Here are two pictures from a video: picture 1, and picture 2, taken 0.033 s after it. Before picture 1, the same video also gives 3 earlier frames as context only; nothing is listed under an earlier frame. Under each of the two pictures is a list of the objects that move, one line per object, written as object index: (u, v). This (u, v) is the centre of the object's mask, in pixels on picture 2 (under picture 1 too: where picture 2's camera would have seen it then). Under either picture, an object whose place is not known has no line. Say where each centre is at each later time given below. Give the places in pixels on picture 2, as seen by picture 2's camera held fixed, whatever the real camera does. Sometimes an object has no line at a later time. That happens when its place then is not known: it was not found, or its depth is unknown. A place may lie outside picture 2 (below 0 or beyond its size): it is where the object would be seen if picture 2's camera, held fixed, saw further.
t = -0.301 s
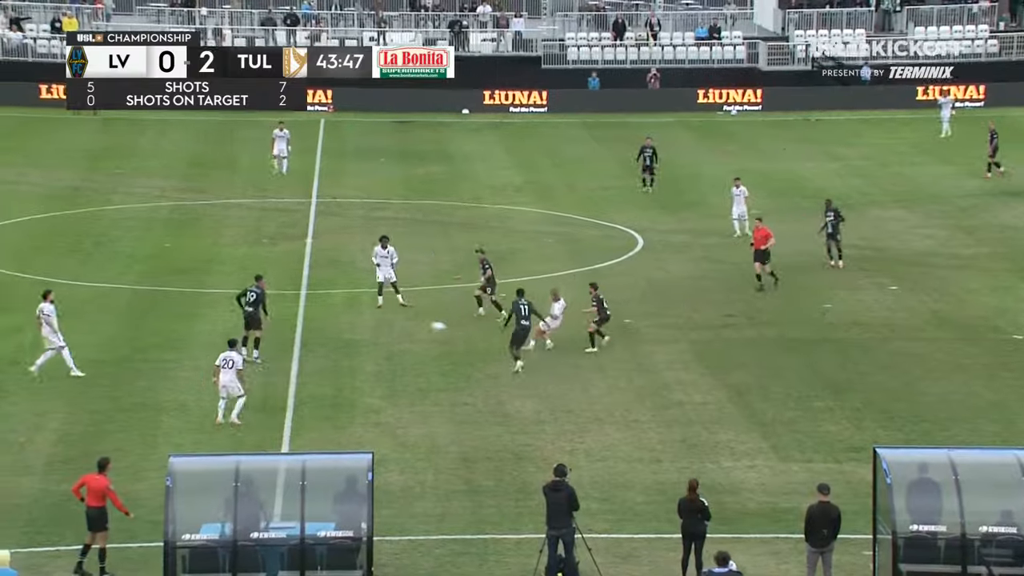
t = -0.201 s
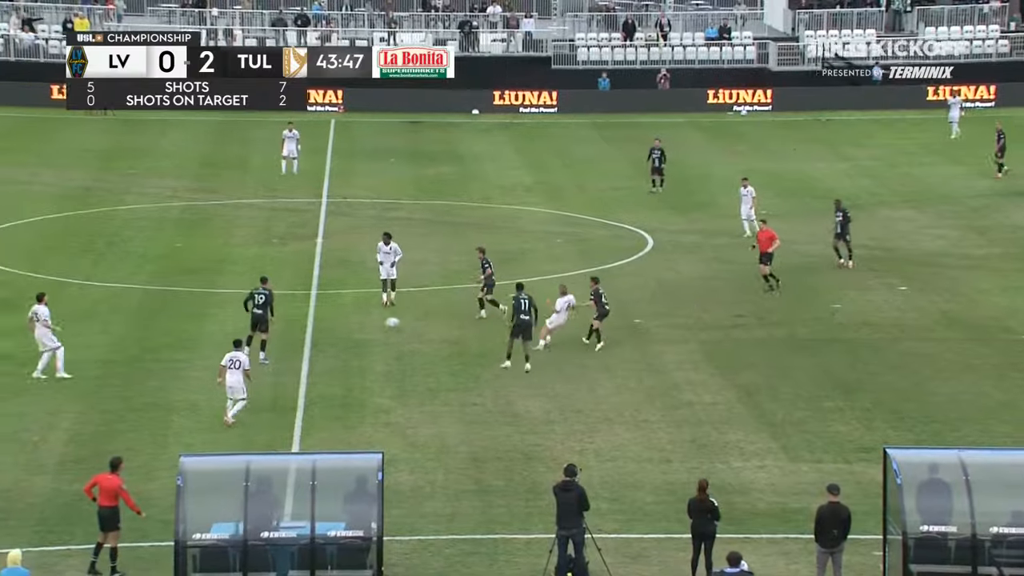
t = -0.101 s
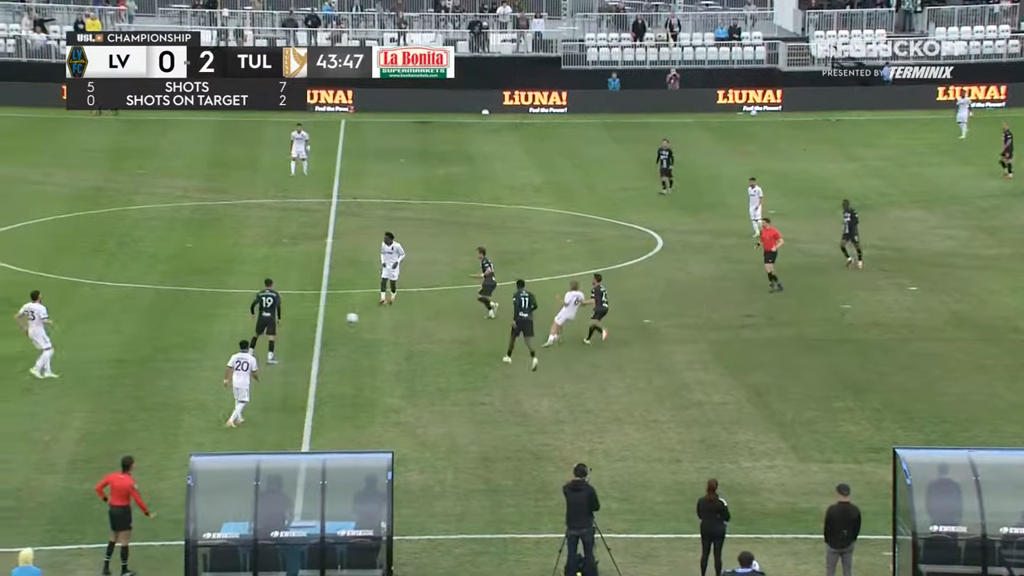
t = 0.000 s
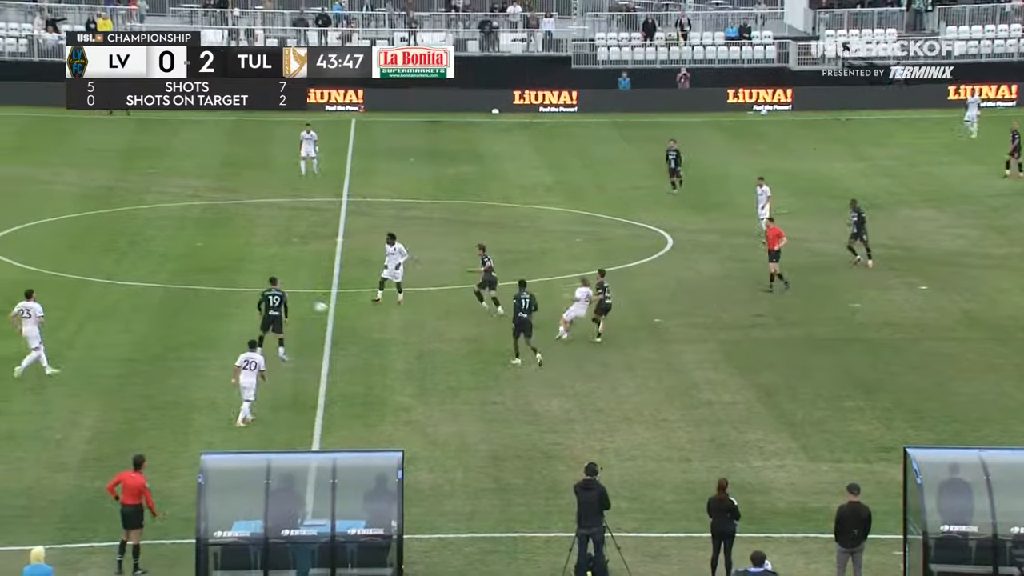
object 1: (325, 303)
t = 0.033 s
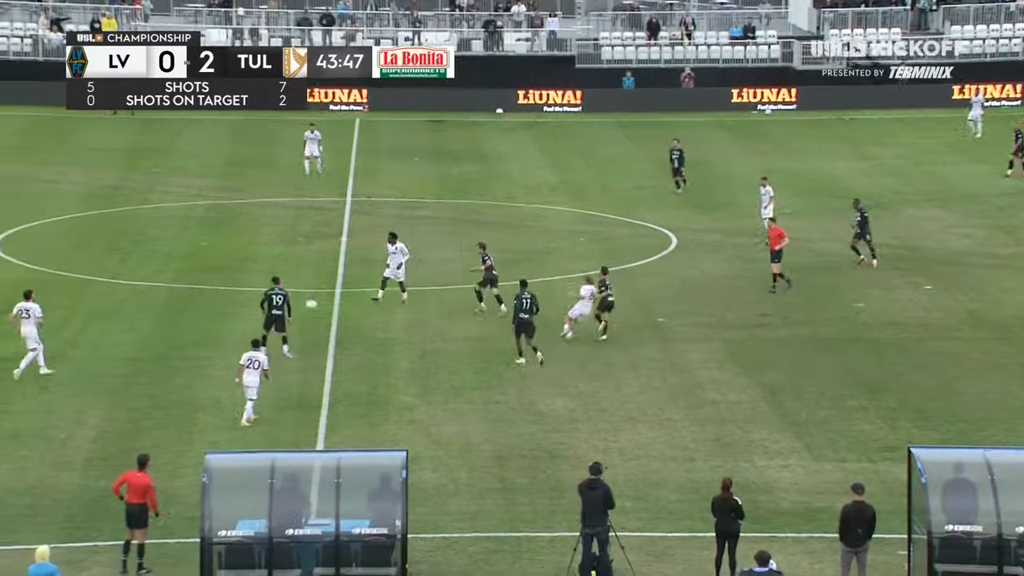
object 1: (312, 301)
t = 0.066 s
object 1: (298, 301)
